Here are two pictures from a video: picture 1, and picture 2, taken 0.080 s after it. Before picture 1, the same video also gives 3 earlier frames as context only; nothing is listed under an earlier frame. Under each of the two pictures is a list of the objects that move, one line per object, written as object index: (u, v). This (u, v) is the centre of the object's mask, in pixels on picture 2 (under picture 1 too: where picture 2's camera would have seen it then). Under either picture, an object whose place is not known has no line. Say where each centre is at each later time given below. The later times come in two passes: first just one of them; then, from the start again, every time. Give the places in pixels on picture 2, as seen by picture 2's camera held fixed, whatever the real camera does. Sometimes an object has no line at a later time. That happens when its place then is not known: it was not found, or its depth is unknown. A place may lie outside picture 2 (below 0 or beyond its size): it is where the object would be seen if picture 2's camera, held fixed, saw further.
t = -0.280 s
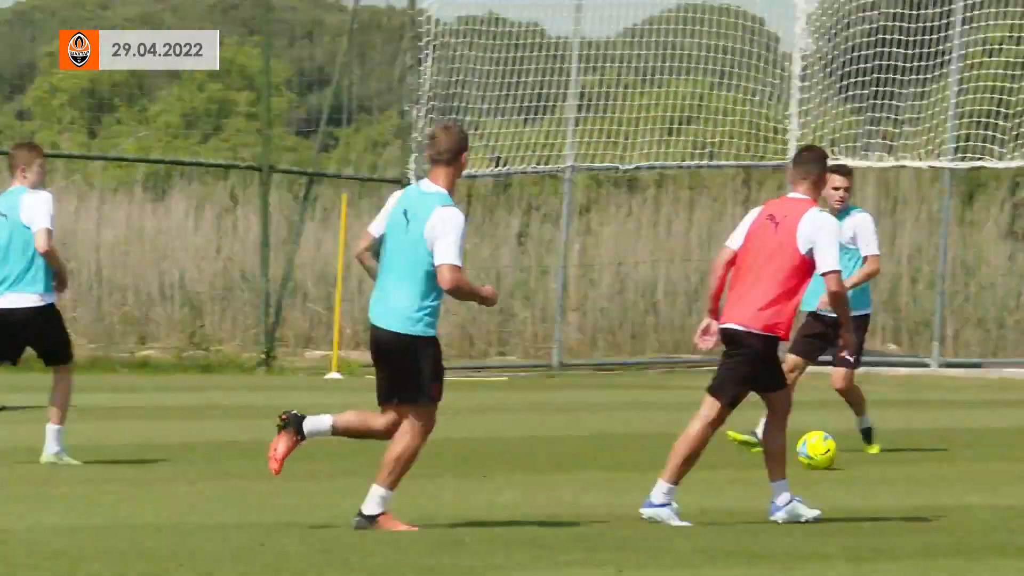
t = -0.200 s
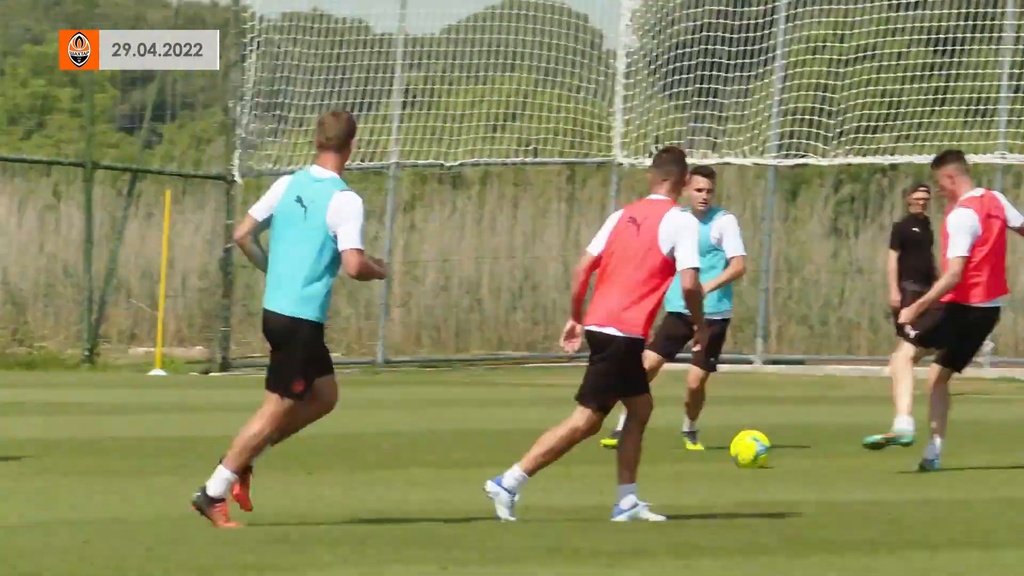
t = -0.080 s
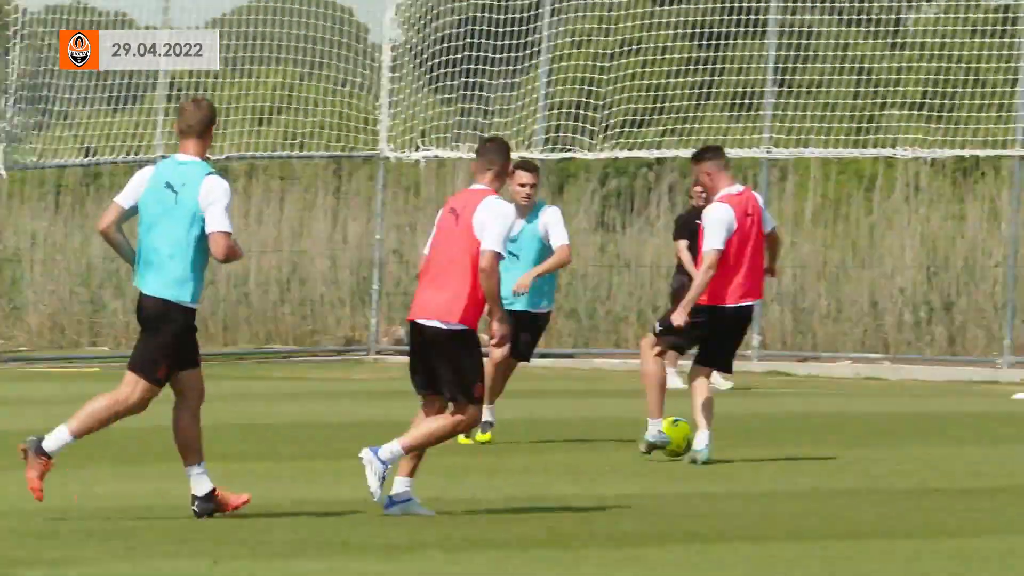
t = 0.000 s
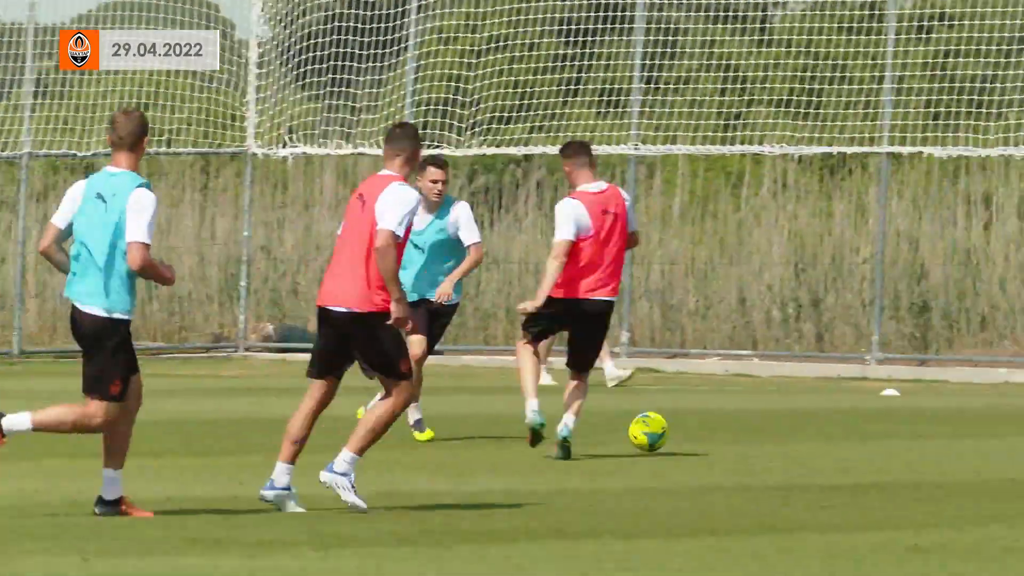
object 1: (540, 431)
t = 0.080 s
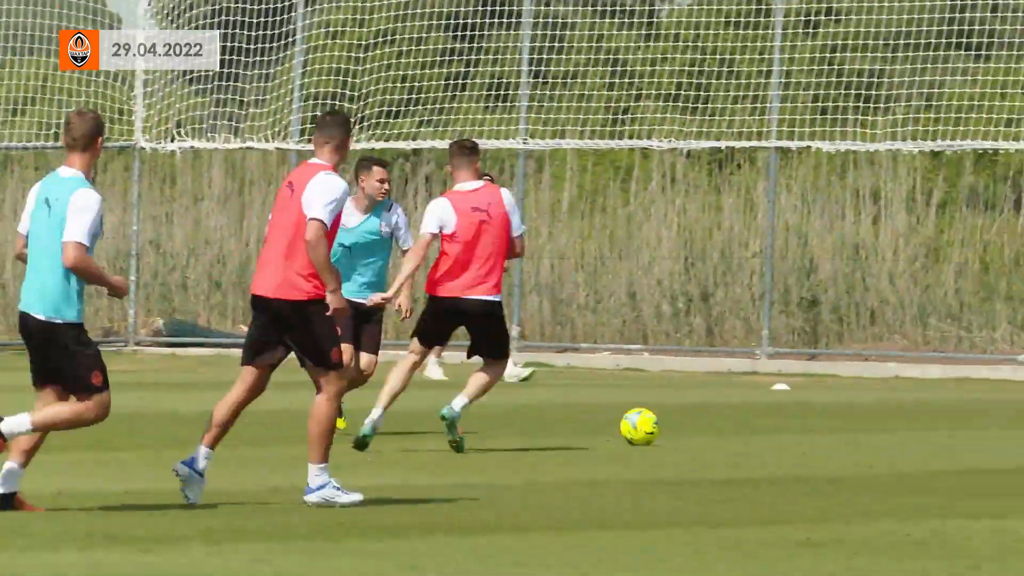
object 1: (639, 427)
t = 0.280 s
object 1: (866, 422)
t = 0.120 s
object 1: (686, 423)
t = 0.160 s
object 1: (733, 422)
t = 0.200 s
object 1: (778, 423)
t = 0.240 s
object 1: (822, 423)
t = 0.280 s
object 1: (866, 422)
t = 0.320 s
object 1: (909, 422)
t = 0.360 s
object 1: (950, 421)
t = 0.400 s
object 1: (991, 421)
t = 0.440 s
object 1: (1032, 421)
